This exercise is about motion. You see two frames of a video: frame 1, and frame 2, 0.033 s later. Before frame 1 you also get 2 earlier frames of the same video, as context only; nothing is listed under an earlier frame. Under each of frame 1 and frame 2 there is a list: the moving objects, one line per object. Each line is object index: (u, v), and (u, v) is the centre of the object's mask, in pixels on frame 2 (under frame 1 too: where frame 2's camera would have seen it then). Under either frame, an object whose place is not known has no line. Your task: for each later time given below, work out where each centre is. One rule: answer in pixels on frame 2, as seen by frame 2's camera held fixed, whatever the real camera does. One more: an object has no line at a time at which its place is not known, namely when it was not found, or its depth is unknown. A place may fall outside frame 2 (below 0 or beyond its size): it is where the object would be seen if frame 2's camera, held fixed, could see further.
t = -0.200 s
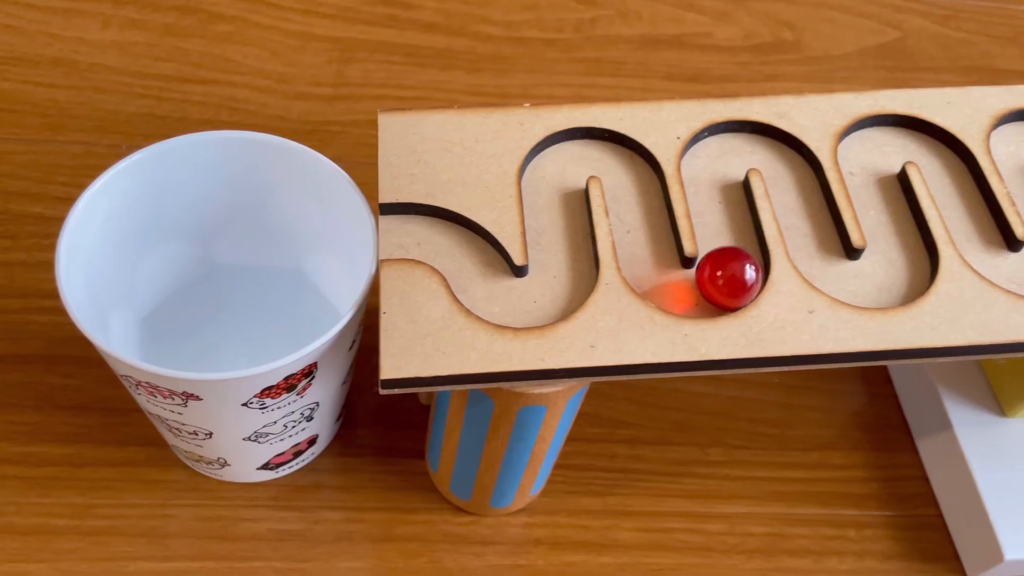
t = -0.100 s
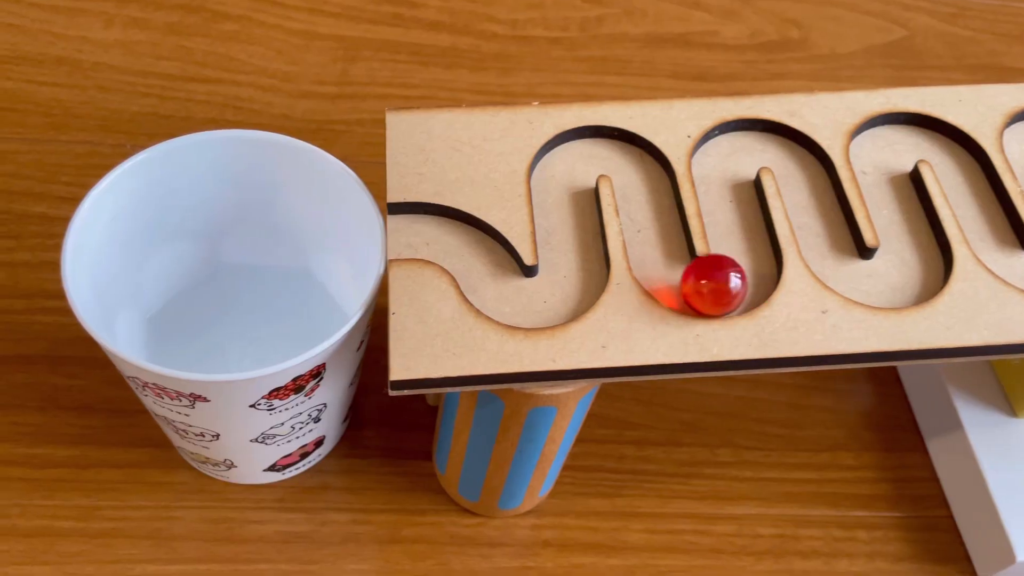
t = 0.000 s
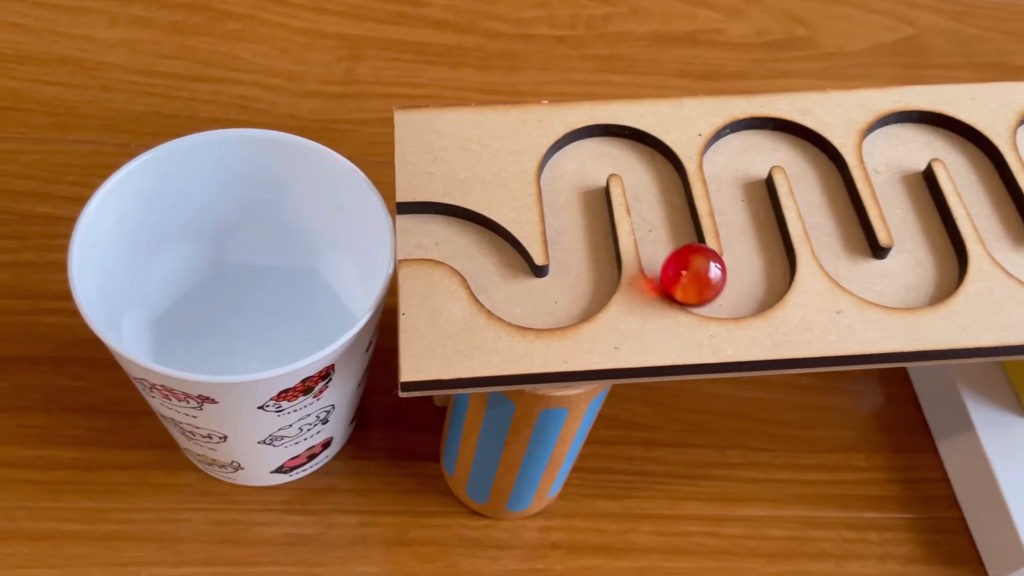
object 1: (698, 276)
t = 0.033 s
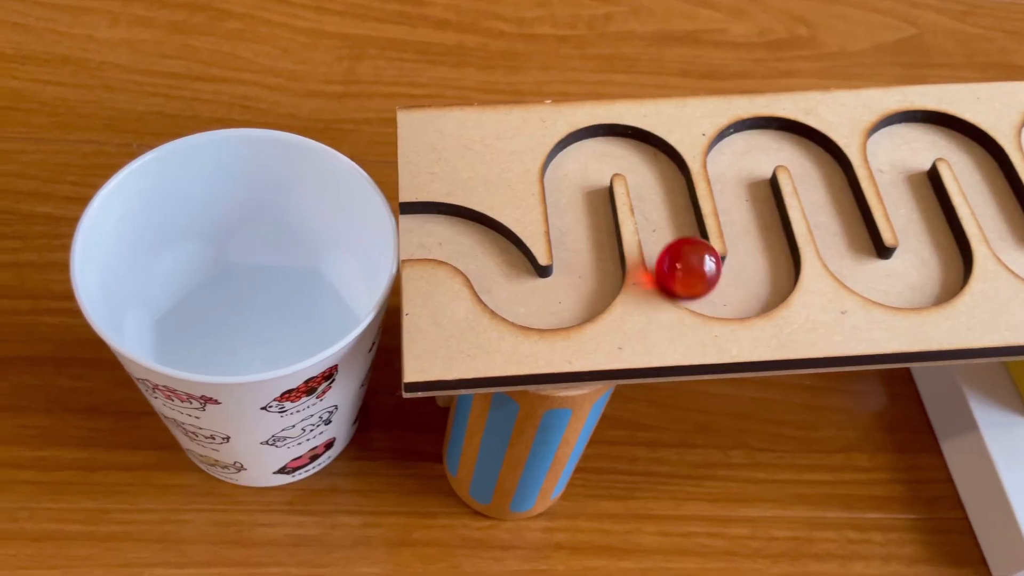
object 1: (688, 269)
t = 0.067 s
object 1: (680, 260)
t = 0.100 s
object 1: (676, 251)
